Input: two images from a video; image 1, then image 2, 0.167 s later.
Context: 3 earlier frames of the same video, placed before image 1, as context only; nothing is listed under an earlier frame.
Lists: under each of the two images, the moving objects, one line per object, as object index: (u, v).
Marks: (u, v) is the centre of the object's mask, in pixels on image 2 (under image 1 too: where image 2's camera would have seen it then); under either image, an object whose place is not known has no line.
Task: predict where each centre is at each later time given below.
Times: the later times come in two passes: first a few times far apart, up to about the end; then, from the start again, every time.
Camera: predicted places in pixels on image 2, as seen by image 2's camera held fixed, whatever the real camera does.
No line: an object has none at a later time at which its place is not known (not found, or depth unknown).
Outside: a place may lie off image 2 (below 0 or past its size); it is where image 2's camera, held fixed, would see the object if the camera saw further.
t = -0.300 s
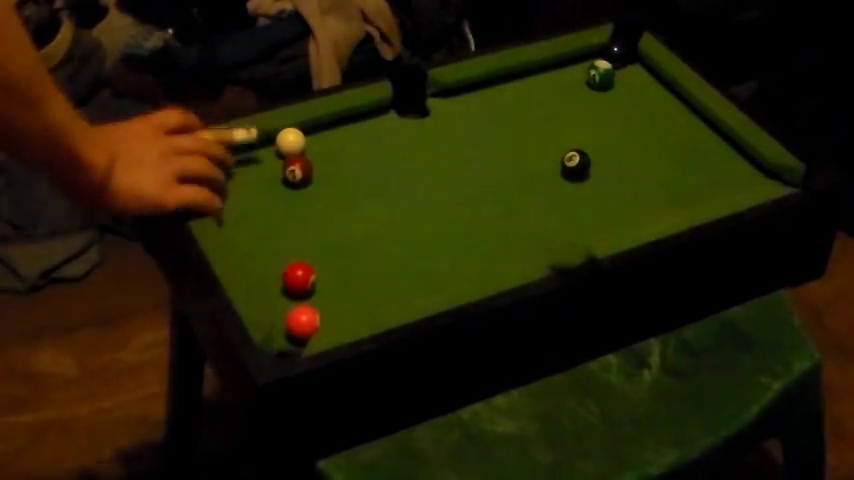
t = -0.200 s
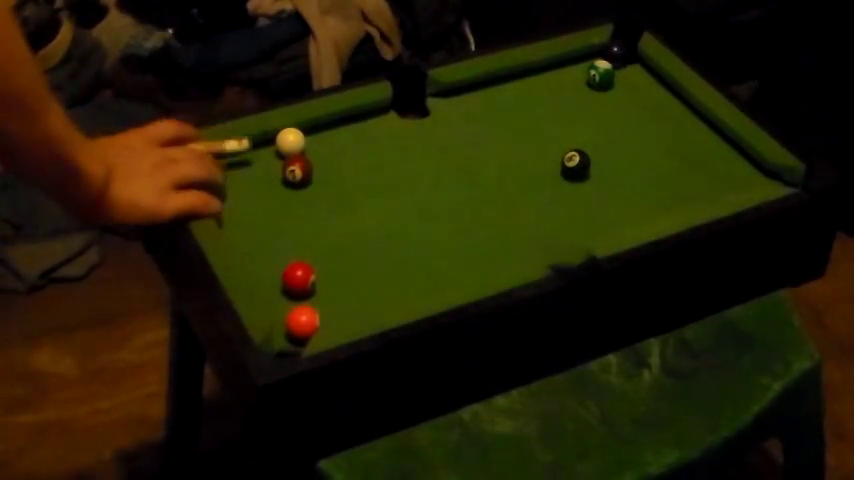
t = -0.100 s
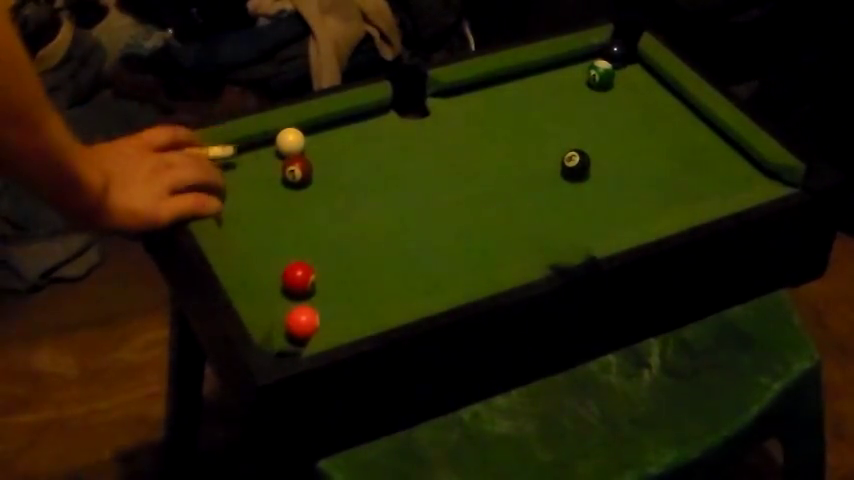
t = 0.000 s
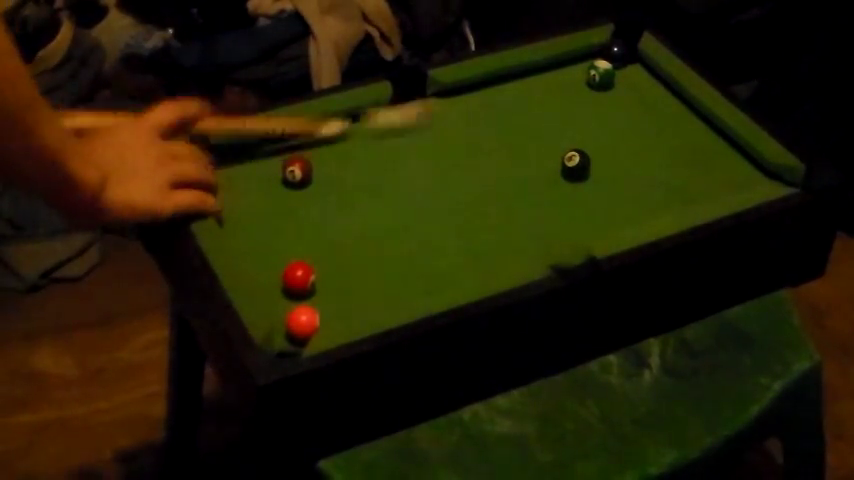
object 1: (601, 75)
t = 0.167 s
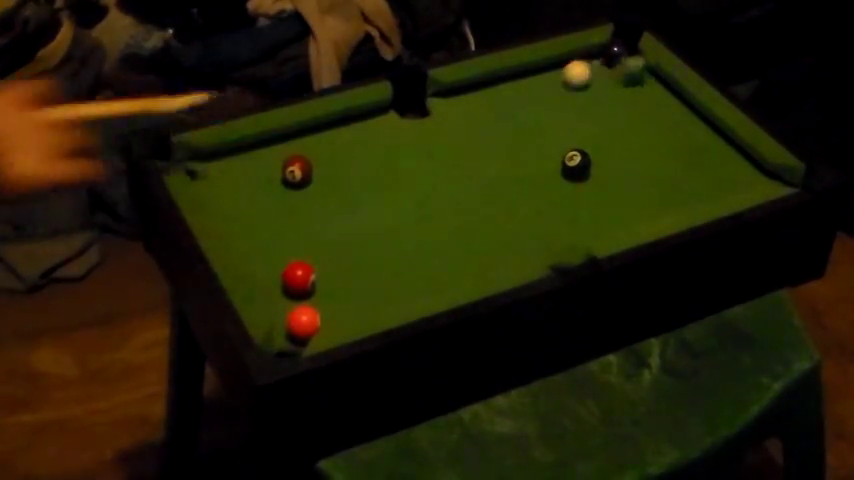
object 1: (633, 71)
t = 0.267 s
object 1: (614, 81)
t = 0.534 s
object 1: (542, 107)
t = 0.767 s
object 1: (493, 120)
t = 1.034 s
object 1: (452, 128)
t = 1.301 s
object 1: (431, 129)
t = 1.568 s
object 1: (427, 128)
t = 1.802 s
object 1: (426, 127)
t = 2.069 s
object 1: (426, 127)
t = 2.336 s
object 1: (426, 127)
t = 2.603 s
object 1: (426, 126)
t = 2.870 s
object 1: (426, 127)
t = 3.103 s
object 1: (426, 127)
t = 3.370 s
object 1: (426, 127)
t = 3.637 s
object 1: (426, 127)
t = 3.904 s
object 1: (426, 127)
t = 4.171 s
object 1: (426, 126)
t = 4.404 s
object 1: (426, 126)
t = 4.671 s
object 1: (426, 127)
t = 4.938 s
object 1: (426, 128)
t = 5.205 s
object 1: (426, 127)
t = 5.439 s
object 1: (427, 127)
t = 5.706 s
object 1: (427, 127)
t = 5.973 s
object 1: (426, 127)
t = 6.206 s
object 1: (426, 127)
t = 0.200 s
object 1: (634, 73)
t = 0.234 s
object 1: (624, 76)
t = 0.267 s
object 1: (614, 81)
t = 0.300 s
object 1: (605, 83)
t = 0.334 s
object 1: (594, 86)
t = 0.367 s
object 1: (584, 90)
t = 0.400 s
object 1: (577, 95)
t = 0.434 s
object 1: (568, 98)
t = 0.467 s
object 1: (559, 99)
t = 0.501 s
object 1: (549, 103)
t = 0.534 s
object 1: (542, 107)
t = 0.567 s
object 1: (534, 108)
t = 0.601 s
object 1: (527, 109)
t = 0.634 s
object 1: (519, 112)
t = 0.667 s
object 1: (510, 115)
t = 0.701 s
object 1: (504, 118)
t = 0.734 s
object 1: (498, 120)
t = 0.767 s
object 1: (493, 120)
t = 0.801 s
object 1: (485, 121)
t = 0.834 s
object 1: (479, 123)
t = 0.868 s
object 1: (475, 125)
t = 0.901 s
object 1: (469, 126)
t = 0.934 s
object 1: (465, 126)
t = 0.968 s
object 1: (460, 127)
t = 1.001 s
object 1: (455, 128)
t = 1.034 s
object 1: (452, 128)
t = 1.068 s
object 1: (448, 129)
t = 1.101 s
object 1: (444, 129)
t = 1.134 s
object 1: (440, 129)
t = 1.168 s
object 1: (437, 129)
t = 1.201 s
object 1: (435, 129)
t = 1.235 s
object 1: (434, 129)
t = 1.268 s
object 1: (433, 129)
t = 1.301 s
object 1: (431, 129)
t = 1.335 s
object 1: (430, 128)
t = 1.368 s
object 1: (429, 128)
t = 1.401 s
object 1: (428, 128)
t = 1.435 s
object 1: (428, 128)
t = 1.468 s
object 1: (428, 128)
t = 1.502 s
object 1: (427, 128)
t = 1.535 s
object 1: (427, 128)
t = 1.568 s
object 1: (427, 128)
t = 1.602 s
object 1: (426, 128)
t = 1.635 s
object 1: (426, 128)
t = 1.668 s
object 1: (426, 128)
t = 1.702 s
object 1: (426, 127)
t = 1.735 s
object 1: (426, 127)
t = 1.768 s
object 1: (426, 127)
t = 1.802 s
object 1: (426, 127)
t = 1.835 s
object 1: (426, 127)
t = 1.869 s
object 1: (426, 128)
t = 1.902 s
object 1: (426, 127)
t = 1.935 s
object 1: (426, 127)
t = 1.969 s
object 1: (426, 127)
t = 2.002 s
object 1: (426, 127)
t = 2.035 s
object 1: (426, 127)
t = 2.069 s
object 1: (426, 127)
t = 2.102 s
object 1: (426, 127)
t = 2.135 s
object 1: (426, 127)
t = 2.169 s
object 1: (426, 127)
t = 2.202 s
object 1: (426, 127)
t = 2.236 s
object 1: (426, 127)
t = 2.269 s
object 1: (426, 127)
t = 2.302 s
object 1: (426, 127)
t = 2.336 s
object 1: (426, 127)
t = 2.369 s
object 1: (426, 127)
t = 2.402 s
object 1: (426, 127)
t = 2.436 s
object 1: (426, 127)
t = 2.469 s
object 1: (426, 127)
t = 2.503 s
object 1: (426, 127)
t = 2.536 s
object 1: (426, 127)
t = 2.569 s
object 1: (426, 127)
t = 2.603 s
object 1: (426, 126)
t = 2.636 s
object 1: (426, 127)
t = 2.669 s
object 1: (426, 127)
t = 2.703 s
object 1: (426, 126)
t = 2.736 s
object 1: (426, 126)
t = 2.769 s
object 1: (426, 127)
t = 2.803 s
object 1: (426, 127)
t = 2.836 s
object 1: (426, 127)
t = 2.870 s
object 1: (426, 127)
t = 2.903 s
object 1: (426, 126)
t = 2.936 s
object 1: (427, 127)
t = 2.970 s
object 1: (426, 127)
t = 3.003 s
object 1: (426, 127)
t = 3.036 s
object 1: (426, 126)
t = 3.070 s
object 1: (426, 127)
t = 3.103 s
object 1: (426, 127)
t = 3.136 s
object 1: (427, 127)
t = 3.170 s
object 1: (427, 127)
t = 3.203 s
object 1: (426, 127)
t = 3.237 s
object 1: (427, 127)
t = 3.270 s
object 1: (427, 127)
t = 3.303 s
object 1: (427, 127)
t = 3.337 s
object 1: (427, 127)
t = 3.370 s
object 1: (426, 127)
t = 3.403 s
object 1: (426, 127)
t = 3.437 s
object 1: (426, 127)
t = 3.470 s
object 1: (426, 127)
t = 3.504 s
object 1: (427, 127)
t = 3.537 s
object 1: (426, 127)
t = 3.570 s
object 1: (426, 126)
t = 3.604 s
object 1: (427, 128)
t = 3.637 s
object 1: (426, 127)
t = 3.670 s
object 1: (426, 127)
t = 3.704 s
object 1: (427, 127)
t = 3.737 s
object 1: (426, 127)
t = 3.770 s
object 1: (426, 127)
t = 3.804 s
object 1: (427, 128)
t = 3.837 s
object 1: (427, 128)
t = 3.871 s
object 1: (427, 128)
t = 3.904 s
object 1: (426, 127)
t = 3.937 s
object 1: (427, 127)
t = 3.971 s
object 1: (426, 127)
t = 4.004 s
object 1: (427, 127)
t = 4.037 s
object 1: (426, 127)
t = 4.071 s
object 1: (426, 127)
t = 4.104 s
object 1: (426, 127)
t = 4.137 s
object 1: (426, 127)
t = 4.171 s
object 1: (426, 126)
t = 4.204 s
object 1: (426, 127)
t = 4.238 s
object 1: (426, 127)
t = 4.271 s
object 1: (426, 126)
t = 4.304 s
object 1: (426, 126)
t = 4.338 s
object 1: (426, 126)
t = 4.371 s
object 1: (426, 126)
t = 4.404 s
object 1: (426, 126)
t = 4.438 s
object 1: (426, 126)
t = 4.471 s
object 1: (426, 126)
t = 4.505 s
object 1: (426, 126)
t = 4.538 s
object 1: (426, 126)
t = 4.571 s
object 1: (426, 126)
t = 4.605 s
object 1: (426, 126)
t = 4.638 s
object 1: (426, 127)
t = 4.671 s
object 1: (426, 127)
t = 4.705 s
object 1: (426, 126)
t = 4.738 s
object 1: (426, 126)
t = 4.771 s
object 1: (427, 127)
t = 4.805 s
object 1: (427, 128)
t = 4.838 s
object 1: (427, 127)
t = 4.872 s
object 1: (427, 127)
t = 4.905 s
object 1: (426, 127)
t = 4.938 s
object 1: (426, 128)
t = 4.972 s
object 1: (427, 128)
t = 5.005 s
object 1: (426, 127)
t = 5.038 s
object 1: (426, 127)
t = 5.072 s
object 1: (426, 127)
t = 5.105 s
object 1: (426, 127)
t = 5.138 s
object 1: (426, 127)
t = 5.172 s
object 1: (426, 127)
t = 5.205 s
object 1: (426, 127)
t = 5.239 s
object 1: (426, 128)
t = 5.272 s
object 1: (426, 127)
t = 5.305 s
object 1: (427, 127)
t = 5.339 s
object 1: (426, 127)
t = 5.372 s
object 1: (427, 127)
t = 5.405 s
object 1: (427, 127)
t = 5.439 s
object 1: (427, 127)
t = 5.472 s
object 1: (427, 127)
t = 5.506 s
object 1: (427, 127)
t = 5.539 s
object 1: (427, 127)
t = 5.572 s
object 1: (427, 127)
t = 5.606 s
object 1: (427, 127)
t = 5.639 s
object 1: (427, 127)
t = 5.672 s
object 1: (427, 127)
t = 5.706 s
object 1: (427, 127)
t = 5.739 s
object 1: (427, 127)
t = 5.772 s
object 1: (427, 127)
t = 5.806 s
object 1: (427, 127)
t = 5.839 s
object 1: (426, 127)
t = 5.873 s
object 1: (426, 126)
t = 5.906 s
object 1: (426, 126)
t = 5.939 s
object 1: (426, 127)
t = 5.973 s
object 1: (426, 127)
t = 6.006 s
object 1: (426, 126)
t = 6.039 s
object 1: (426, 127)
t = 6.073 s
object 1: (426, 126)
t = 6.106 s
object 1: (426, 127)
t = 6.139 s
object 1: (426, 127)
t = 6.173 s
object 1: (426, 126)
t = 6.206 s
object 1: (426, 127)
